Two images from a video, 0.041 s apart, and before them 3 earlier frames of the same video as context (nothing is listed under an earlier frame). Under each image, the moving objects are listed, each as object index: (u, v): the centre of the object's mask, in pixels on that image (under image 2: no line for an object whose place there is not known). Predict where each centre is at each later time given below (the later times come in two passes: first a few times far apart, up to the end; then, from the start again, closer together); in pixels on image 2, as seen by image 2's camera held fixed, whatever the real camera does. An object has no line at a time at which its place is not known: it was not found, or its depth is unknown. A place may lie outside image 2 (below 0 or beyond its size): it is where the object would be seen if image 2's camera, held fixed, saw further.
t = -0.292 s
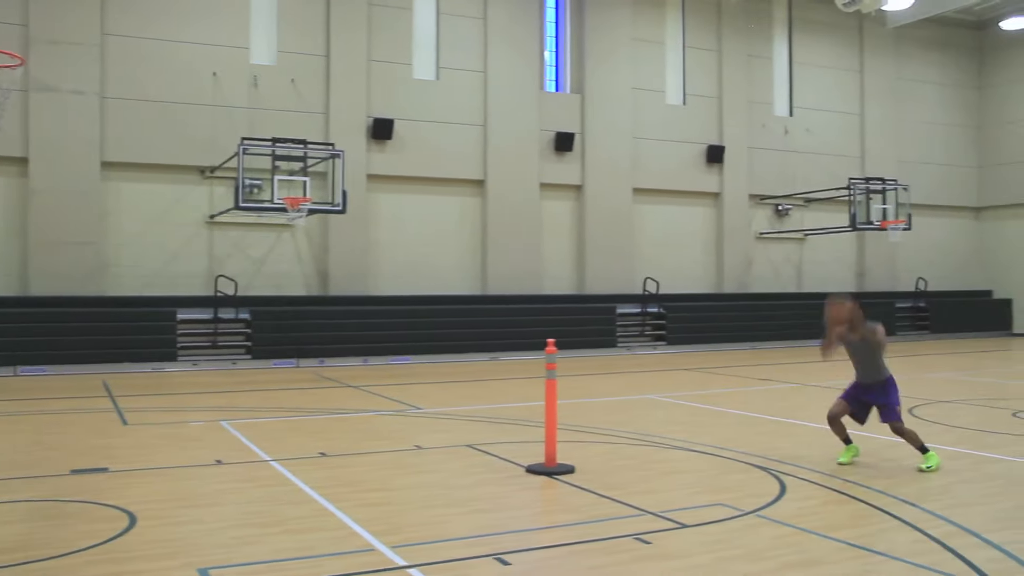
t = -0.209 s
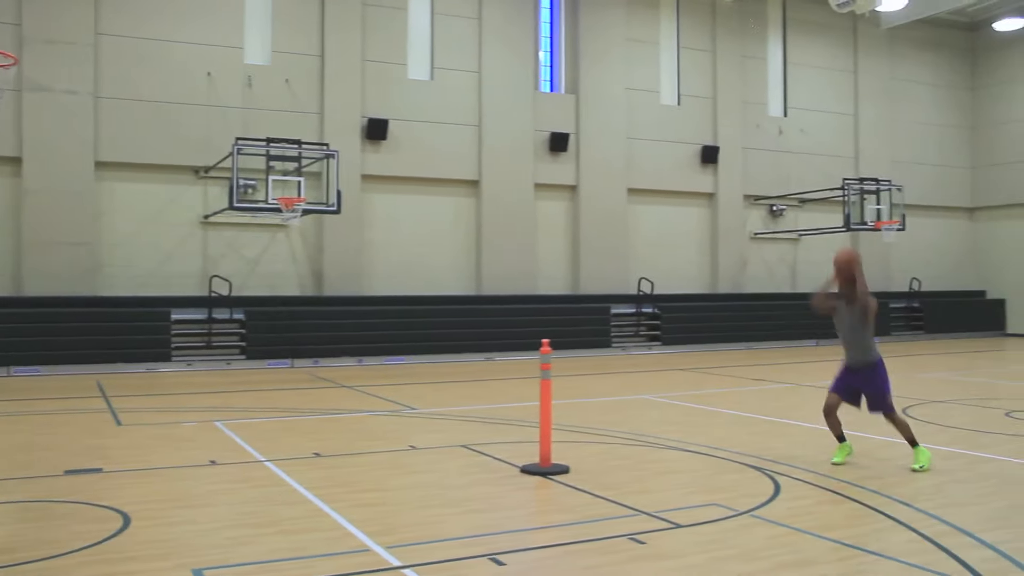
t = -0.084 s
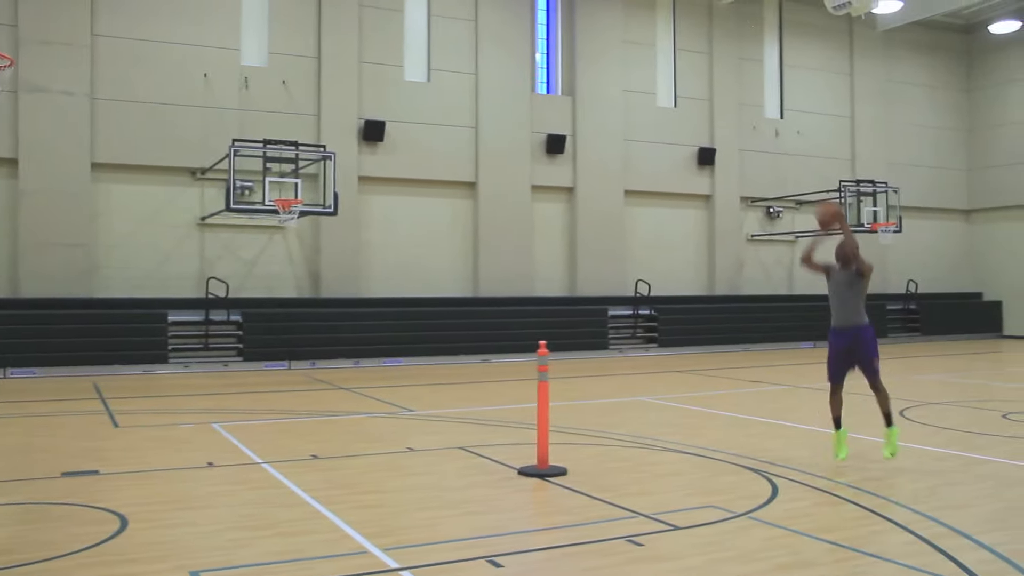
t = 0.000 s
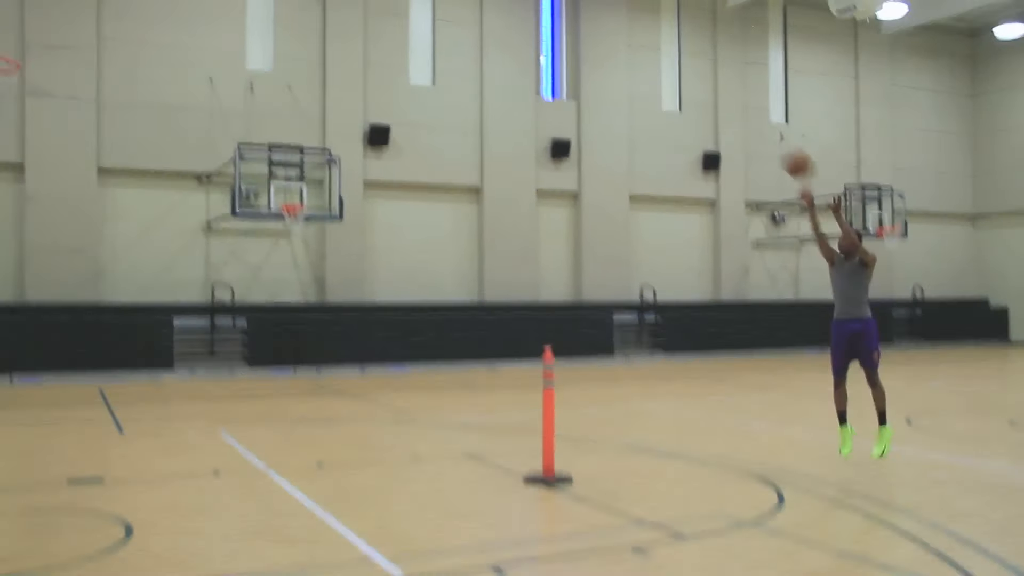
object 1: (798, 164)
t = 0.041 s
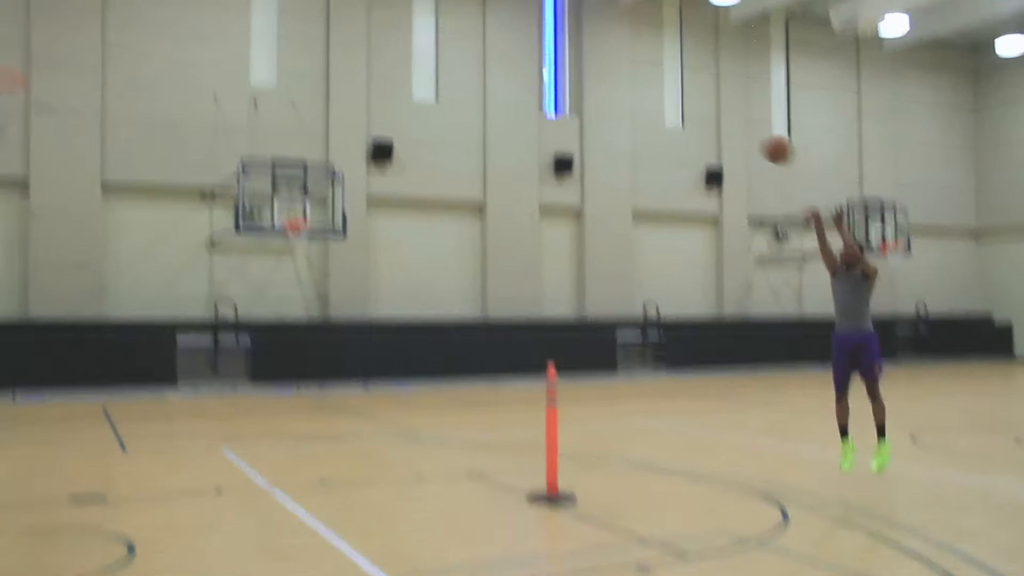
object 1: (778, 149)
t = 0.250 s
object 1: (650, 26)
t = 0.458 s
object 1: (520, -58)
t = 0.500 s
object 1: (493, -68)
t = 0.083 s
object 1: (753, 122)
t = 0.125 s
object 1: (727, 95)
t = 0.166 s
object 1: (702, 71)
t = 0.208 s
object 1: (676, 47)
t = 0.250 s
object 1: (650, 26)
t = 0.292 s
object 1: (625, 6)
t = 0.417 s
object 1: (545, -44)
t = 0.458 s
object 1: (520, -58)
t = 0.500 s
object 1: (493, -68)
